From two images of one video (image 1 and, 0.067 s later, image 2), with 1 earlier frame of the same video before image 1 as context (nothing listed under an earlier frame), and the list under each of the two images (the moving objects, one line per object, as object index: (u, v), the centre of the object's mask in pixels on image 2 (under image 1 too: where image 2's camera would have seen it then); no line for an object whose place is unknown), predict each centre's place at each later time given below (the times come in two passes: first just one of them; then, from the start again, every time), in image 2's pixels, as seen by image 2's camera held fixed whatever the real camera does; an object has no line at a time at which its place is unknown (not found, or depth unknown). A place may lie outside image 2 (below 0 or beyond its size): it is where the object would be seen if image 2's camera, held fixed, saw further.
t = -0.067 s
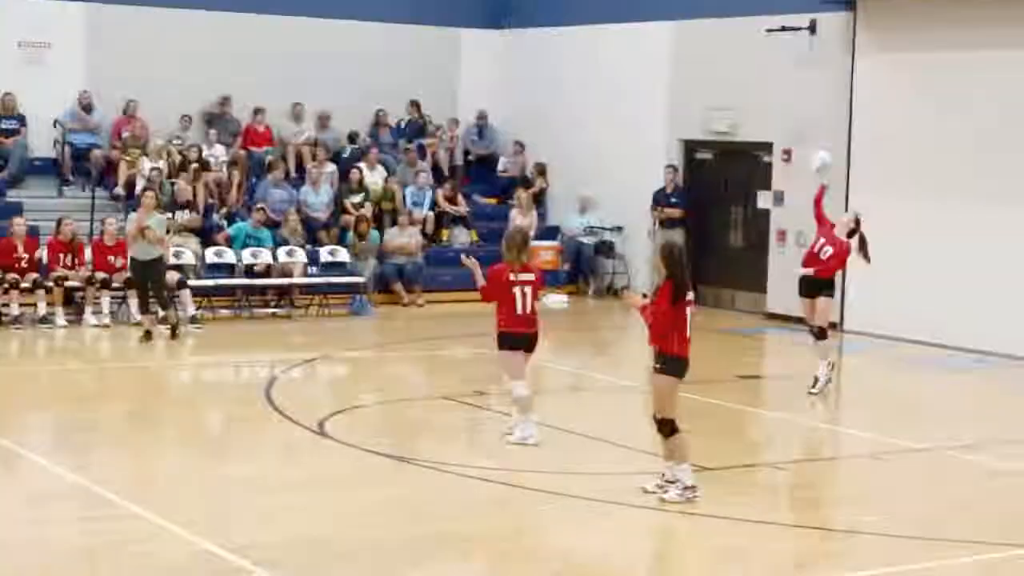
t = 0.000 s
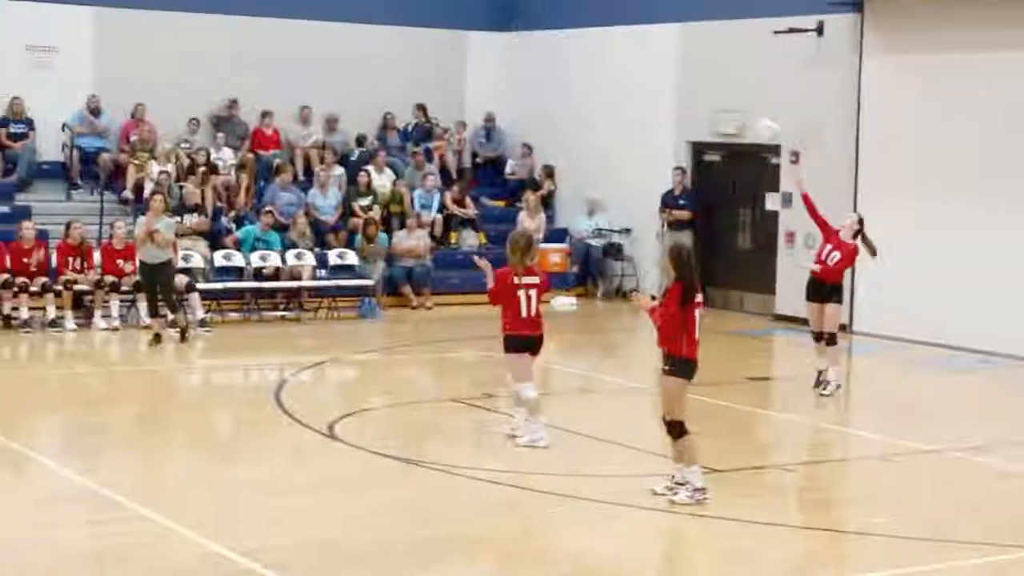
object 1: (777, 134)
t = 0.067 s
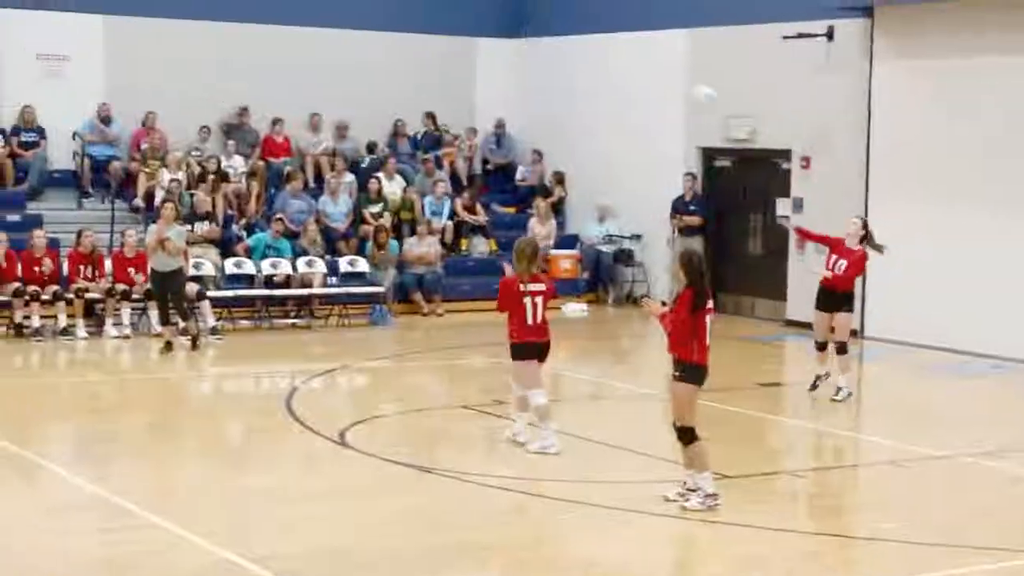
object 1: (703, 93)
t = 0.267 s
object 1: (445, 3)
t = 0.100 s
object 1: (664, 81)
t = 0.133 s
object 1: (623, 62)
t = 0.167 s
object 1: (581, 47)
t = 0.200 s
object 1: (536, 33)
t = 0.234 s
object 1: (491, 19)
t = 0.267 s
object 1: (445, 3)
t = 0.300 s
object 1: (397, -12)
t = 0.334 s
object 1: (344, -25)
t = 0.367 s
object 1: (288, -39)
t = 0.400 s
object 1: (230, -53)
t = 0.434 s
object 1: (164, -66)
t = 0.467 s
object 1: (98, -76)
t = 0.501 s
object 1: (25, -85)
